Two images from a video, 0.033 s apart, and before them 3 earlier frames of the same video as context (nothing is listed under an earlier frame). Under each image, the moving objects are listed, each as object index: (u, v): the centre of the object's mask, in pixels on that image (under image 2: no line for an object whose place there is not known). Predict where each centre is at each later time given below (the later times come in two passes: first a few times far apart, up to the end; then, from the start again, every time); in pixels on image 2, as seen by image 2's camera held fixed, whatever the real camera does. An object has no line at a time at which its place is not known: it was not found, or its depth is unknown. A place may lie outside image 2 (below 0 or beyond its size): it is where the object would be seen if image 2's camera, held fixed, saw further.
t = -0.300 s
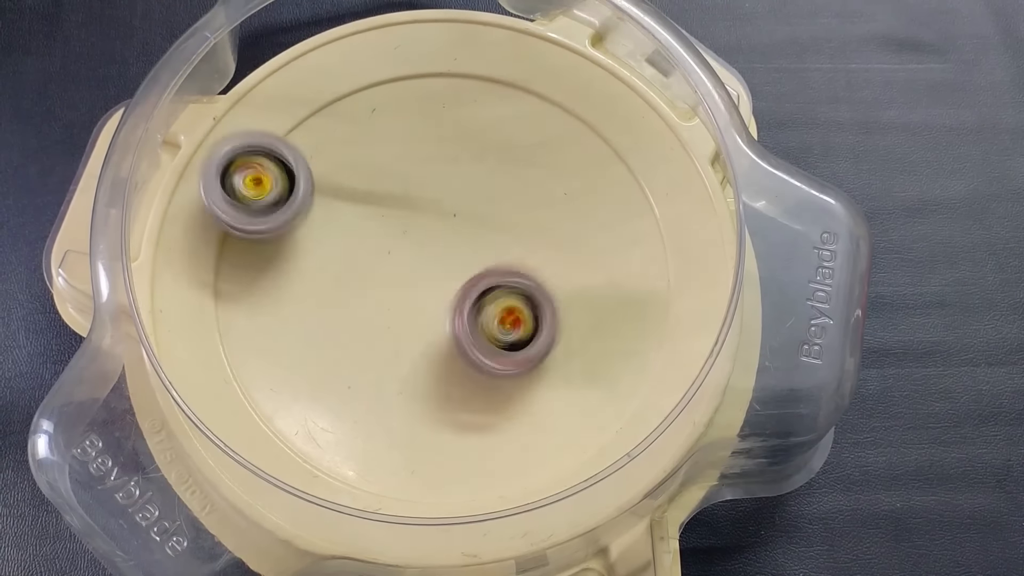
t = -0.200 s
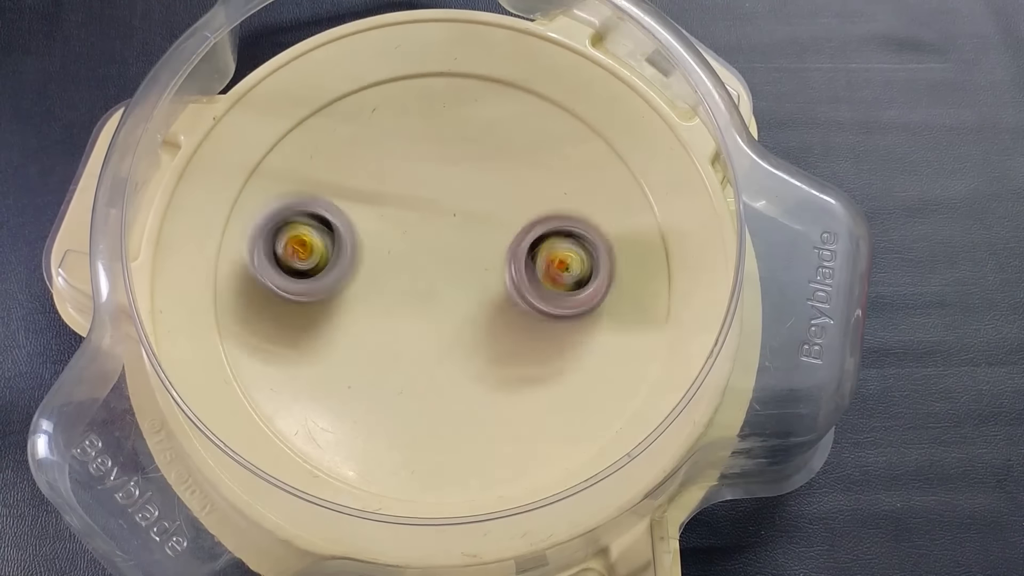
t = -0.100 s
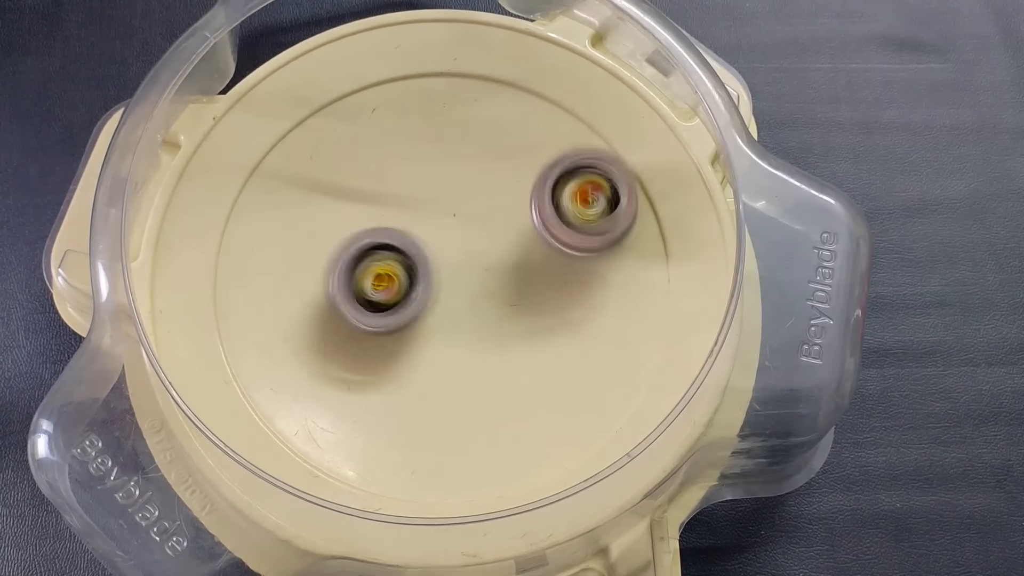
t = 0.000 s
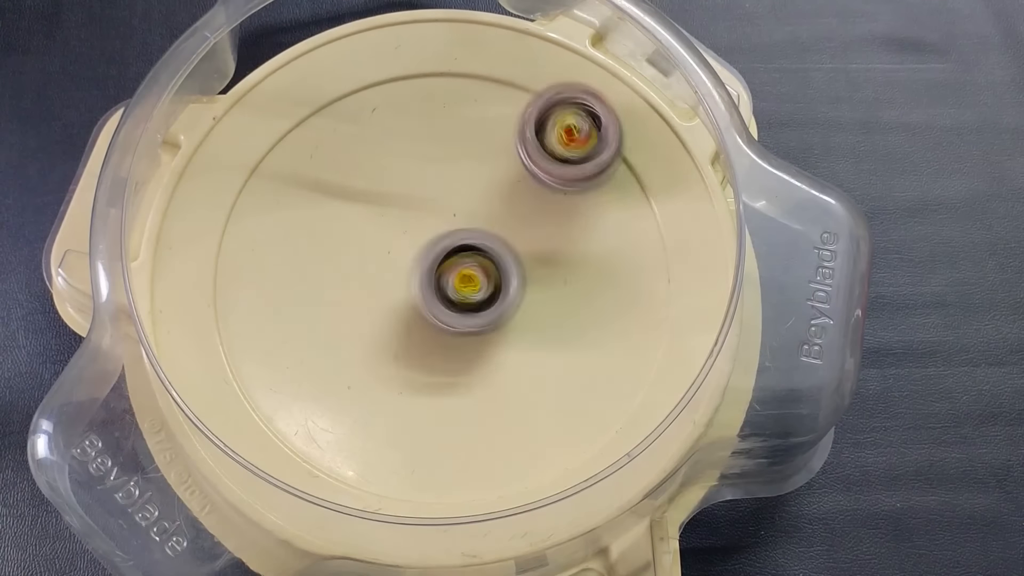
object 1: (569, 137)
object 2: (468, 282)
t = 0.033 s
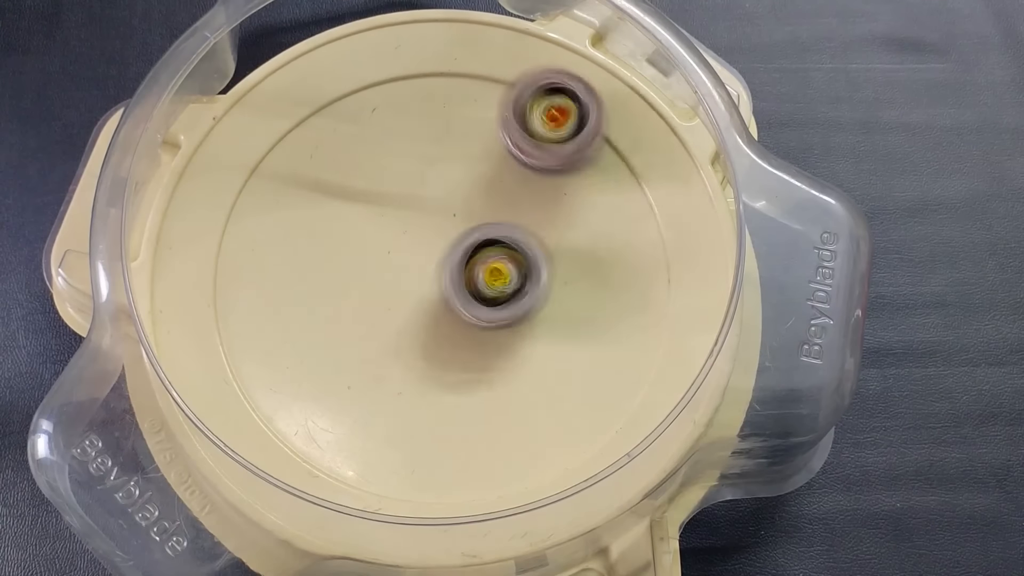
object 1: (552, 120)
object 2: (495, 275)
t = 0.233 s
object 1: (419, 138)
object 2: (609, 183)
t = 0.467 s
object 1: (358, 292)
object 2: (500, 130)
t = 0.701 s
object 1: (439, 425)
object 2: (408, 282)
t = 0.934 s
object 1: (570, 351)
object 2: (451, 436)
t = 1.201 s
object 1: (477, 189)
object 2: (564, 352)
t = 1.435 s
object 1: (323, 162)
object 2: (445, 223)
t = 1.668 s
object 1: (180, 241)
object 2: (377, 206)
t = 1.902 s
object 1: (289, 354)
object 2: (394, 265)
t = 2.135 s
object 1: (454, 381)
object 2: (501, 244)
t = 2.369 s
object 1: (604, 340)
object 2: (475, 183)
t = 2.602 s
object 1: (638, 209)
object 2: (422, 264)
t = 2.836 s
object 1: (502, 159)
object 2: (503, 332)
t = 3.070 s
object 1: (359, 168)
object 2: (518, 255)
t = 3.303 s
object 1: (243, 240)
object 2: (396, 246)
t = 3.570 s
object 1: (270, 354)
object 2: (452, 340)
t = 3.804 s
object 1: (403, 330)
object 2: (534, 327)
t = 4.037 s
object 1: (438, 226)
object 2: (589, 276)
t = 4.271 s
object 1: (422, 143)
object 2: (519, 237)
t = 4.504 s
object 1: (434, 138)
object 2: (373, 305)
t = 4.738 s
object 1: (483, 179)
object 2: (290, 366)
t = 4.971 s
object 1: (460, 262)
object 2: (283, 333)
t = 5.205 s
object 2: (340, 245)
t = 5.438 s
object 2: (439, 172)
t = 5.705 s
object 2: (537, 209)
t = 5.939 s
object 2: (535, 303)
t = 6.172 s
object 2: (439, 363)
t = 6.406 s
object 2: (352, 318)
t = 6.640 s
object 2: (348, 189)
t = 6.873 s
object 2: (343, 143)
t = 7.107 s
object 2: (390, 164)
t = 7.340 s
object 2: (427, 149)
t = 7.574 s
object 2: (399, 169)
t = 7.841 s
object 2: (399, 169)
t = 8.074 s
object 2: (418, 160)
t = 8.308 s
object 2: (408, 167)
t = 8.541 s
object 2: (397, 169)
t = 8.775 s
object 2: (410, 166)
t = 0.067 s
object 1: (534, 109)
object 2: (520, 266)
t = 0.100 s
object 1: (512, 104)
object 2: (544, 255)
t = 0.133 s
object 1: (488, 103)
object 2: (566, 240)
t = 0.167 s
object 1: (463, 110)
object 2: (585, 221)
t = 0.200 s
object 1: (442, 122)
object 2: (598, 204)
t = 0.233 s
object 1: (419, 138)
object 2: (609, 183)
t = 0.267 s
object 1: (402, 156)
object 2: (613, 160)
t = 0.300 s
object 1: (387, 176)
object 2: (610, 141)
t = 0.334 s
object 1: (376, 198)
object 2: (594, 125)
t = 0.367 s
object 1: (367, 222)
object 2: (571, 114)
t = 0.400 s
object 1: (362, 244)
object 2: (548, 113)
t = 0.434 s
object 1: (358, 269)
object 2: (523, 119)
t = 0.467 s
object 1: (358, 292)
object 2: (500, 130)
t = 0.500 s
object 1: (360, 316)
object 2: (479, 146)
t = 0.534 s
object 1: (366, 337)
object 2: (460, 165)
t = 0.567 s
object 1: (373, 361)
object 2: (445, 187)
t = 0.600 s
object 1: (386, 381)
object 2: (432, 207)
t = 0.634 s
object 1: (401, 399)
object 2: (421, 230)
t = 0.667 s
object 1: (421, 414)
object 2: (413, 257)
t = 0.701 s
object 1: (439, 425)
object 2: (408, 282)
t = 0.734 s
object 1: (463, 434)
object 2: (405, 306)
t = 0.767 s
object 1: (487, 434)
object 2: (404, 329)
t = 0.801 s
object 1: (514, 428)
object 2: (406, 355)
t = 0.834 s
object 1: (535, 416)
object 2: (412, 378)
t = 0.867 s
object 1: (552, 398)
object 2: (421, 397)
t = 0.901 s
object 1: (565, 376)
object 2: (435, 420)
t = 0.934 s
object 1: (570, 351)
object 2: (451, 436)
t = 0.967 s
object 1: (570, 327)
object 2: (470, 447)
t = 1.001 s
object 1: (565, 301)
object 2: (492, 452)
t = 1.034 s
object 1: (559, 278)
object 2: (518, 448)
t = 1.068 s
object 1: (545, 256)
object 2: (538, 440)
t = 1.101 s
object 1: (530, 237)
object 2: (557, 424)
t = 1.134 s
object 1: (515, 220)
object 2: (567, 402)
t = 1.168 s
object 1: (498, 204)
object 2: (569, 379)
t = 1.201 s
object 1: (477, 189)
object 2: (564, 352)
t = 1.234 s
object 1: (456, 179)
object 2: (555, 331)
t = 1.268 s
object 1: (434, 169)
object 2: (543, 310)
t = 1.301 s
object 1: (413, 162)
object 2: (527, 288)
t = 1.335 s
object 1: (390, 156)
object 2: (509, 270)
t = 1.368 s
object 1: (365, 155)
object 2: (490, 255)
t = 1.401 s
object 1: (343, 157)
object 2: (468, 238)
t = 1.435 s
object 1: (323, 162)
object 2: (445, 223)
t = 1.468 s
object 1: (302, 171)
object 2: (421, 213)
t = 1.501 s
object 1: (284, 184)
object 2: (397, 204)
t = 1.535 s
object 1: (251, 187)
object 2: (392, 202)
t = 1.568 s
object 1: (216, 195)
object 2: (394, 204)
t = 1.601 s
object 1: (187, 205)
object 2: (392, 204)
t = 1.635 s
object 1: (177, 222)
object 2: (385, 204)
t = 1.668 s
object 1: (180, 241)
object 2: (377, 206)
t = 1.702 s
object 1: (182, 259)
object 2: (371, 212)
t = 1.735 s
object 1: (187, 277)
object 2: (366, 219)
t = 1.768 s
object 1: (200, 295)
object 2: (365, 228)
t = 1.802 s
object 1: (217, 312)
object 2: (368, 239)
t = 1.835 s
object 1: (239, 328)
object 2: (374, 249)
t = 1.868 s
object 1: (262, 340)
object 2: (383, 257)
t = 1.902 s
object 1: (289, 354)
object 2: (394, 265)
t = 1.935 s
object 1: (315, 364)
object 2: (408, 270)
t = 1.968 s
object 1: (336, 369)
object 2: (425, 274)
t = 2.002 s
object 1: (360, 374)
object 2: (441, 273)
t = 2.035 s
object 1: (384, 378)
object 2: (459, 270)
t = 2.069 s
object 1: (406, 380)
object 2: (474, 265)
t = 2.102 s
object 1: (430, 380)
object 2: (490, 255)
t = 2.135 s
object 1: (454, 381)
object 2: (501, 244)
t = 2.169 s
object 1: (476, 380)
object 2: (507, 232)
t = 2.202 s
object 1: (499, 376)
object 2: (510, 219)
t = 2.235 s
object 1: (522, 372)
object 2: (510, 207)
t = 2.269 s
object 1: (543, 367)
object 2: (505, 197)
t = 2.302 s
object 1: (564, 359)
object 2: (496, 188)
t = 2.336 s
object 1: (584, 350)
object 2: (486, 184)
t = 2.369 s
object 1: (604, 340)
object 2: (475, 183)
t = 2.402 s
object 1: (621, 327)
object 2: (462, 185)
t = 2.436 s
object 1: (637, 309)
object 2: (449, 192)
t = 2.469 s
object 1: (647, 293)
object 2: (441, 202)
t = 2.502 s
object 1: (654, 272)
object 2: (431, 215)
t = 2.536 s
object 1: (655, 250)
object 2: (424, 230)
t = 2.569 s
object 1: (651, 228)
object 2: (422, 247)
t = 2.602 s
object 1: (638, 209)
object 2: (422, 264)
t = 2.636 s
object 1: (621, 195)
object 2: (428, 280)
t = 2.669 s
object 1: (605, 185)
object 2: (434, 297)
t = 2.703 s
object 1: (584, 174)
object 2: (445, 311)
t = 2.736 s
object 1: (564, 169)
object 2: (458, 323)
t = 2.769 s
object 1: (545, 163)
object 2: (471, 329)
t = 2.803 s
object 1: (523, 162)
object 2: (487, 334)
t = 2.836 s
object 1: (502, 159)
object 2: (503, 332)
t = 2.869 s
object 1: (482, 158)
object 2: (517, 327)
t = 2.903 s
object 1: (461, 159)
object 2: (527, 319)
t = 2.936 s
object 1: (440, 159)
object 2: (534, 308)
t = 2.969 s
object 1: (419, 160)
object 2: (536, 294)
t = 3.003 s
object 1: (399, 161)
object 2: (534, 281)
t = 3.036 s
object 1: (378, 165)
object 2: (528, 268)
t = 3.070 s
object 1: (359, 168)
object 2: (518, 255)
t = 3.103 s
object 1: (338, 172)
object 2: (504, 245)
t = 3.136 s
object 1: (318, 177)
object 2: (486, 238)
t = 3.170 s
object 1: (299, 186)
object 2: (468, 233)
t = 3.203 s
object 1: (283, 196)
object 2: (449, 232)
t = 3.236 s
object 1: (266, 208)
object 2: (430, 234)
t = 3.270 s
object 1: (253, 223)
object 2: (413, 240)
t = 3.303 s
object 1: (243, 240)
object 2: (396, 246)
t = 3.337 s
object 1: (238, 261)
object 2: (380, 258)
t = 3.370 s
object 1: (240, 281)
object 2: (369, 271)
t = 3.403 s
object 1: (244, 299)
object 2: (363, 285)
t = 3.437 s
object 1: (237, 313)
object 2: (377, 304)
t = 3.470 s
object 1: (234, 324)
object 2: (398, 319)
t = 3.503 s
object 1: (241, 334)
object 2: (418, 326)
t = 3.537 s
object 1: (252, 344)
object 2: (435, 335)
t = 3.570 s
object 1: (270, 354)
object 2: (452, 340)
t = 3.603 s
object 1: (287, 357)
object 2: (463, 340)
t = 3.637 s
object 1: (310, 361)
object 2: (478, 341)
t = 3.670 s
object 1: (335, 360)
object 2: (489, 337)
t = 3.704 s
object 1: (356, 356)
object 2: (498, 337)
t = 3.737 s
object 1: (377, 350)
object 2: (508, 333)
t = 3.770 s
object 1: (398, 342)
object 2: (513, 329)
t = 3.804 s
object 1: (403, 330)
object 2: (534, 327)
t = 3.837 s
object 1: (405, 319)
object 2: (553, 320)
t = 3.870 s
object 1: (413, 303)
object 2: (572, 317)
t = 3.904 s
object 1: (420, 289)
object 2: (582, 307)
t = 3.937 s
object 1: (427, 274)
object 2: (588, 302)
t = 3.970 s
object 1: (432, 257)
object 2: (591, 292)
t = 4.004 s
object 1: (436, 242)
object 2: (588, 284)
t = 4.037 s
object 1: (438, 226)
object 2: (589, 276)
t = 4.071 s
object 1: (440, 209)
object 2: (581, 266)
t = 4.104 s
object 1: (440, 193)
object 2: (578, 263)
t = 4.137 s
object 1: (439, 178)
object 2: (567, 254)
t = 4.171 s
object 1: (436, 164)
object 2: (560, 252)
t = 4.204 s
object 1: (433, 154)
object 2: (547, 243)
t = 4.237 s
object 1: (427, 147)
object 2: (535, 242)
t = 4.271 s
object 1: (422, 143)
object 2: (519, 237)
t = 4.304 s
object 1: (417, 140)
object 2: (504, 237)
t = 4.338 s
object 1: (411, 144)
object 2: (489, 235)
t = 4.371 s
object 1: (406, 149)
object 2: (469, 233)
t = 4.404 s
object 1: (412, 143)
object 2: (441, 244)
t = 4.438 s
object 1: (418, 139)
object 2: (417, 267)
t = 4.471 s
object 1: (427, 133)
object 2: (394, 288)
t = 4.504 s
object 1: (434, 138)
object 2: (373, 305)
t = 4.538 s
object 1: (439, 139)
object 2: (356, 320)
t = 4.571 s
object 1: (449, 142)
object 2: (338, 338)
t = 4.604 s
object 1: (458, 145)
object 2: (321, 347)
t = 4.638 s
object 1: (468, 154)
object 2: (310, 354)
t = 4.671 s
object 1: (474, 163)
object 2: (300, 363)
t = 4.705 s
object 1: (479, 171)
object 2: (293, 367)
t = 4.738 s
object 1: (483, 179)
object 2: (290, 366)
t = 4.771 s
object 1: (483, 186)
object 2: (283, 368)
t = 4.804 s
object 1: (483, 196)
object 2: (274, 365)
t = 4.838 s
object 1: (481, 208)
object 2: (269, 363)
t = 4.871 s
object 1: (478, 222)
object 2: (269, 356)
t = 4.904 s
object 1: (475, 233)
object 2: (270, 349)
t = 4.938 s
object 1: (470, 248)
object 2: (275, 342)
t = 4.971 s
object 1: (460, 262)
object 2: (283, 333)
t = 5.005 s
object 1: (452, 279)
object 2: (294, 327)
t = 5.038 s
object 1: (441, 289)
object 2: (304, 325)
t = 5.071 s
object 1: (433, 305)
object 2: (316, 317)
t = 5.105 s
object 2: (320, 296)
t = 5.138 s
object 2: (327, 278)
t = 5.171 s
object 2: (333, 261)
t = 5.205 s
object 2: (340, 245)
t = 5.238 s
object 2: (349, 231)
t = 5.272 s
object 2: (363, 216)
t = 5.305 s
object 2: (378, 205)
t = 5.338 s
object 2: (389, 192)
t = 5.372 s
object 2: (405, 185)
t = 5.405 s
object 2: (424, 179)
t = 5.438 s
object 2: (439, 172)
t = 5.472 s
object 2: (453, 170)
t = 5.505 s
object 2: (467, 171)
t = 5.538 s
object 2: (484, 172)
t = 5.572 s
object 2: (498, 176)
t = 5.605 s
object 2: (509, 182)
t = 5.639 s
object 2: (519, 189)
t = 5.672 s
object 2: (531, 199)
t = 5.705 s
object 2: (537, 209)
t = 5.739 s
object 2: (546, 219)
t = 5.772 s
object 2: (547, 232)
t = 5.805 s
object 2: (545, 248)
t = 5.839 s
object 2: (549, 260)
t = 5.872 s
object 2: (548, 273)
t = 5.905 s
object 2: (543, 291)
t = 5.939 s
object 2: (535, 303)
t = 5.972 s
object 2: (526, 320)
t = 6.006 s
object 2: (516, 331)
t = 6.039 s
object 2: (500, 343)
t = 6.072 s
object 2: (489, 353)
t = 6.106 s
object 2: (472, 355)
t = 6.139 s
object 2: (456, 366)
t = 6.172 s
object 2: (439, 363)
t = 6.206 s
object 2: (424, 366)
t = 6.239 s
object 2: (409, 364)
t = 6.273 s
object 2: (394, 356)
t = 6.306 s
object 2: (380, 352)
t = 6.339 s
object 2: (373, 339)
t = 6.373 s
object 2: (359, 330)
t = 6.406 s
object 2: (352, 318)
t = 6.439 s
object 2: (345, 302)
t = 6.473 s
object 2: (345, 289)
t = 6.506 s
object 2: (345, 278)
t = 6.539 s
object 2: (343, 255)
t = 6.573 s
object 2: (348, 234)
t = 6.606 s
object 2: (350, 214)
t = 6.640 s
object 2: (348, 189)
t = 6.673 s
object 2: (347, 173)
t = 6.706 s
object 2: (344, 161)
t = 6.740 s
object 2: (340, 152)
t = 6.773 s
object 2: (336, 146)
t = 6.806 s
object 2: (335, 141)
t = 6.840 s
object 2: (339, 140)
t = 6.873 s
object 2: (343, 143)
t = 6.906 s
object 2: (345, 146)
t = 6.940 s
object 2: (349, 151)
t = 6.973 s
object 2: (354, 153)
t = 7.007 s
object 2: (360, 156)
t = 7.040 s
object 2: (370, 160)
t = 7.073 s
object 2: (380, 163)
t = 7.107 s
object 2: (390, 164)
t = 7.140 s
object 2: (401, 163)
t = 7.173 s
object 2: (409, 161)
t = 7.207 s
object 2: (416, 158)
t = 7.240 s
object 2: (421, 155)
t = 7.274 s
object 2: (425, 152)
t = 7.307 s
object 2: (426, 149)
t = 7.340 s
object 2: (427, 149)
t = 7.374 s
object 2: (426, 151)
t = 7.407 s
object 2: (423, 154)
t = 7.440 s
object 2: (419, 159)
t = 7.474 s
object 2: (414, 162)
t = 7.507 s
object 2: (409, 165)
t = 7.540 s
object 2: (404, 167)
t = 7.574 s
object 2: (399, 169)
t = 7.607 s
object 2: (395, 169)
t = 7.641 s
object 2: (391, 169)
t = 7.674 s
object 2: (389, 168)
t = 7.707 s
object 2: (388, 168)
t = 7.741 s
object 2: (389, 168)
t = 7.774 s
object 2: (391, 169)
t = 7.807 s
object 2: (395, 169)
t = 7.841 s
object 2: (399, 169)
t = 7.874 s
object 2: (403, 168)
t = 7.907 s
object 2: (408, 167)
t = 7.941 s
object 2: (412, 165)
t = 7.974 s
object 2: (414, 162)
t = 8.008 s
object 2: (417, 161)
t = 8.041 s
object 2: (418, 161)
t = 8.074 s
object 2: (418, 160)
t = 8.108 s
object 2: (418, 160)
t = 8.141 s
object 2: (418, 161)
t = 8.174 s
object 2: (416, 162)
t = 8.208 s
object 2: (414, 163)
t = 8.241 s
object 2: (412, 165)
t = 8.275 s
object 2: (410, 166)
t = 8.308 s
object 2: (408, 167)
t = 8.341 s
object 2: (406, 168)
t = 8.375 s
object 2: (404, 169)
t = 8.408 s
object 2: (401, 169)
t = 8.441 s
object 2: (399, 169)
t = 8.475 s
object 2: (398, 169)
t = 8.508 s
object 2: (397, 169)
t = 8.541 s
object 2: (397, 169)
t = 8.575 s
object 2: (398, 169)
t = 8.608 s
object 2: (400, 169)
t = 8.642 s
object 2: (402, 169)
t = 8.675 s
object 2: (405, 169)
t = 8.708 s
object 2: (407, 168)
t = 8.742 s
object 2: (409, 166)
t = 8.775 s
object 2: (410, 166)
